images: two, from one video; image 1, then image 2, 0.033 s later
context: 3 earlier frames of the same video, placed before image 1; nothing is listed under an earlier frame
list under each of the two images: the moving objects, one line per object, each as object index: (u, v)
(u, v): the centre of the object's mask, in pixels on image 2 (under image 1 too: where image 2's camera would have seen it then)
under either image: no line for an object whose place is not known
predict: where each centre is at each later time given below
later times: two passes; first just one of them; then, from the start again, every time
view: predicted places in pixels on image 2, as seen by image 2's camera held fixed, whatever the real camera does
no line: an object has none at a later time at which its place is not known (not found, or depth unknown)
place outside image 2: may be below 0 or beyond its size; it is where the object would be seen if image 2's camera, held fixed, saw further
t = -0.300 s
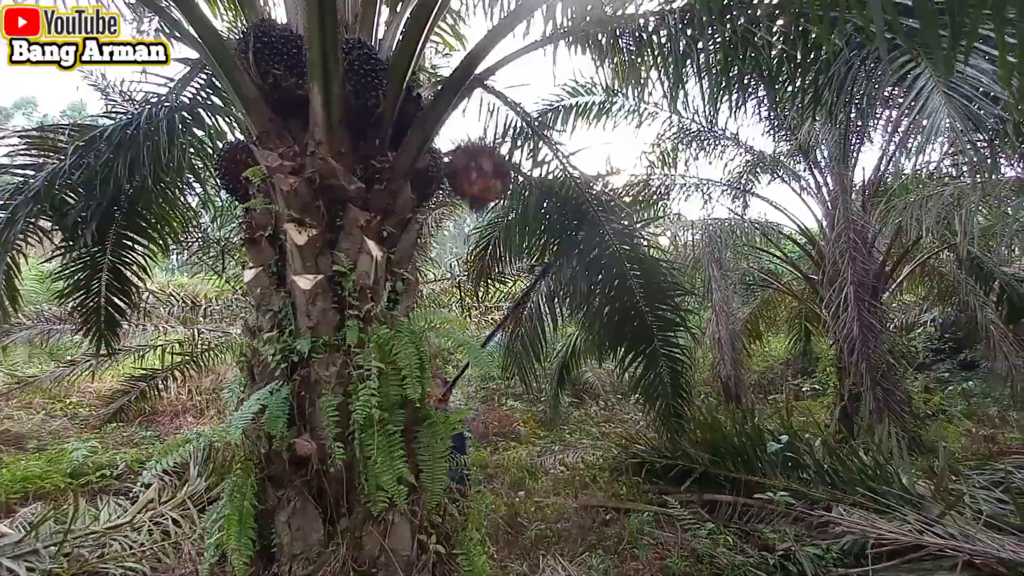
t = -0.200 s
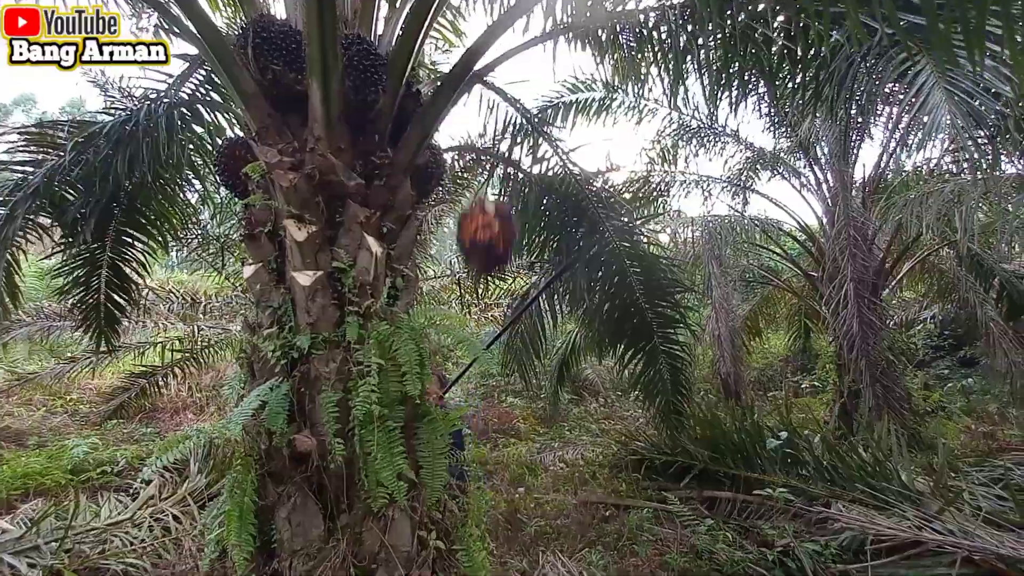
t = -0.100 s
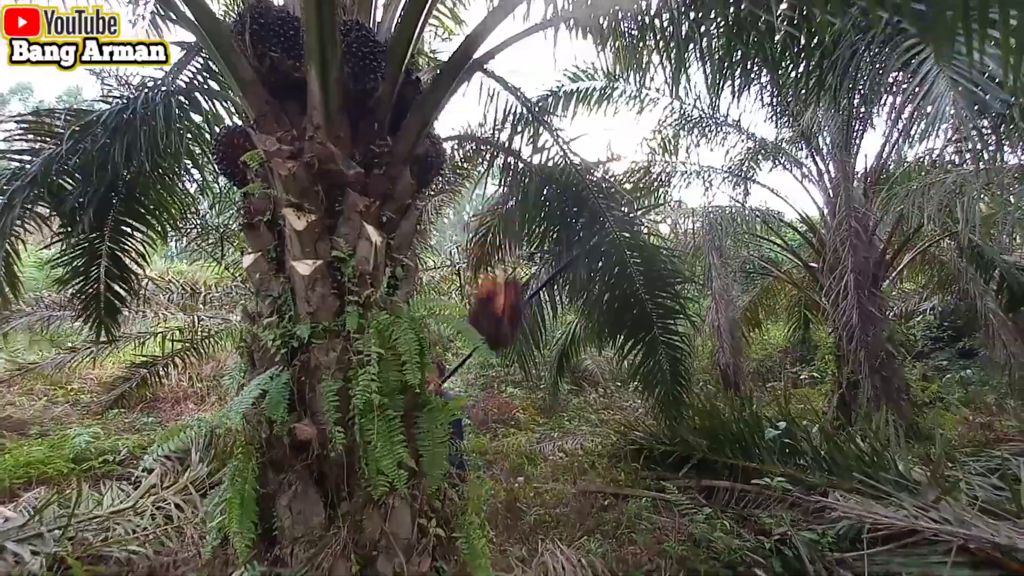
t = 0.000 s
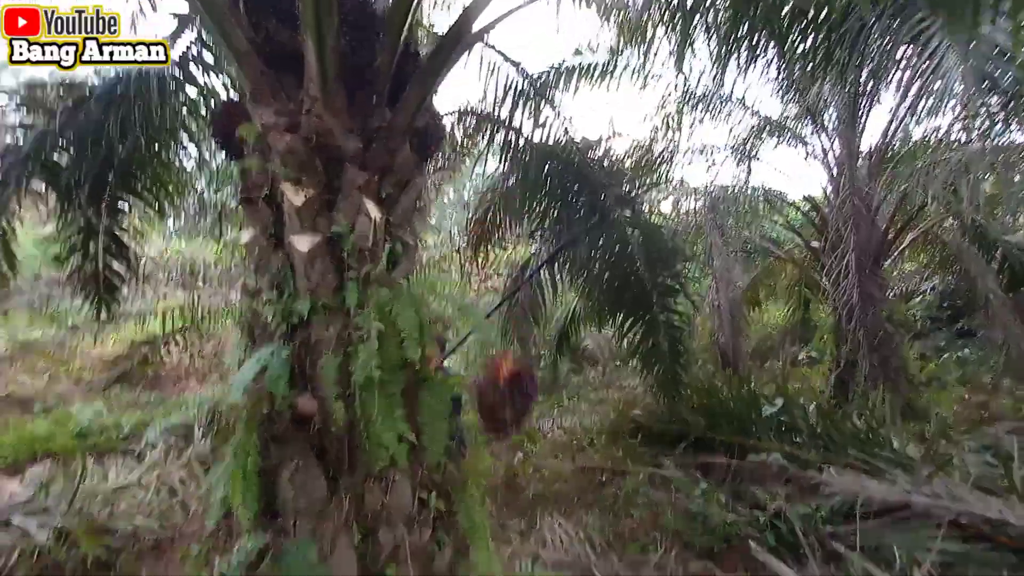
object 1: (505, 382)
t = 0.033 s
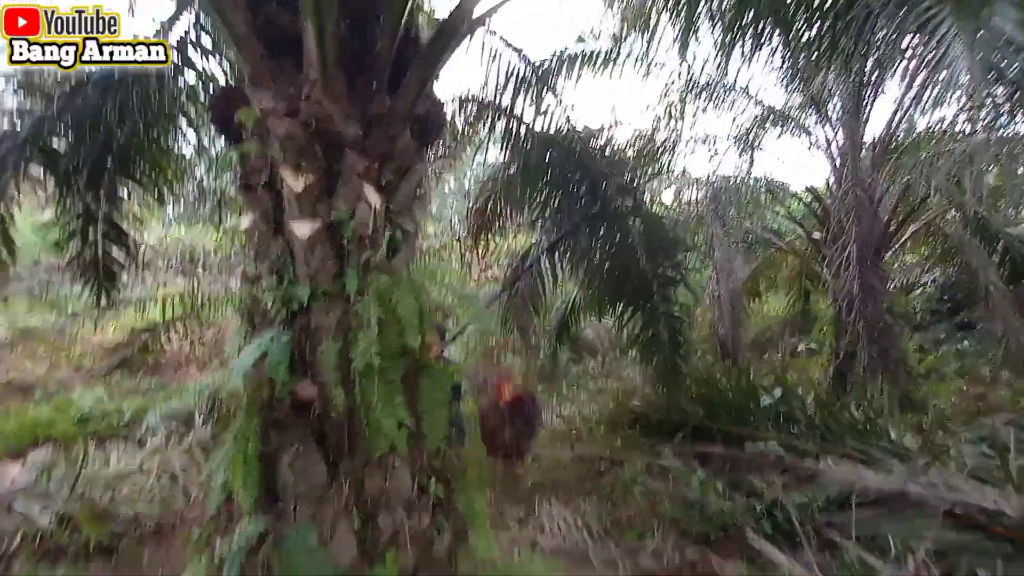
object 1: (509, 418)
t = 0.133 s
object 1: (524, 531)
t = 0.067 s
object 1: (513, 463)
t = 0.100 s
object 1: (516, 504)
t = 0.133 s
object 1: (524, 531)
